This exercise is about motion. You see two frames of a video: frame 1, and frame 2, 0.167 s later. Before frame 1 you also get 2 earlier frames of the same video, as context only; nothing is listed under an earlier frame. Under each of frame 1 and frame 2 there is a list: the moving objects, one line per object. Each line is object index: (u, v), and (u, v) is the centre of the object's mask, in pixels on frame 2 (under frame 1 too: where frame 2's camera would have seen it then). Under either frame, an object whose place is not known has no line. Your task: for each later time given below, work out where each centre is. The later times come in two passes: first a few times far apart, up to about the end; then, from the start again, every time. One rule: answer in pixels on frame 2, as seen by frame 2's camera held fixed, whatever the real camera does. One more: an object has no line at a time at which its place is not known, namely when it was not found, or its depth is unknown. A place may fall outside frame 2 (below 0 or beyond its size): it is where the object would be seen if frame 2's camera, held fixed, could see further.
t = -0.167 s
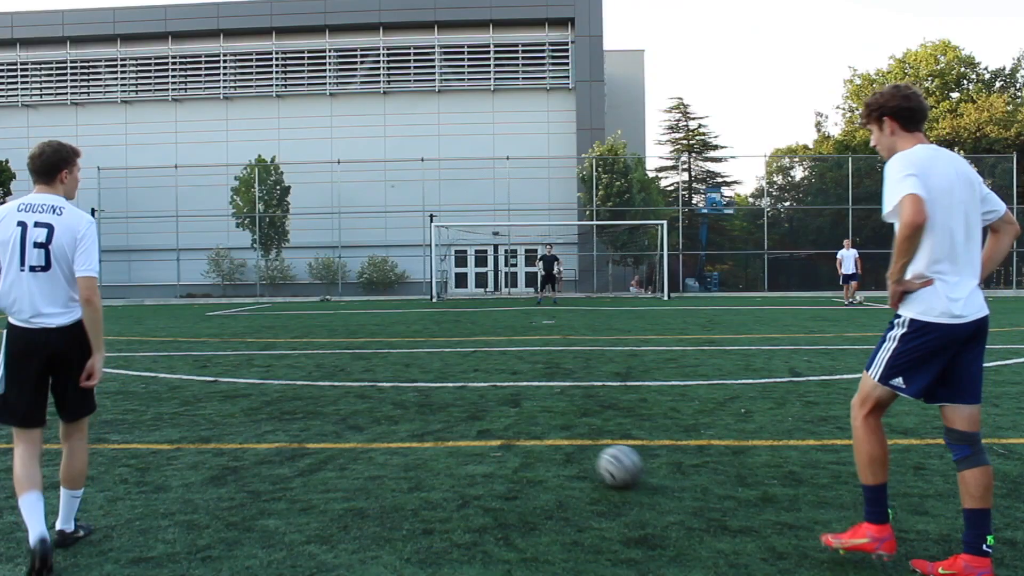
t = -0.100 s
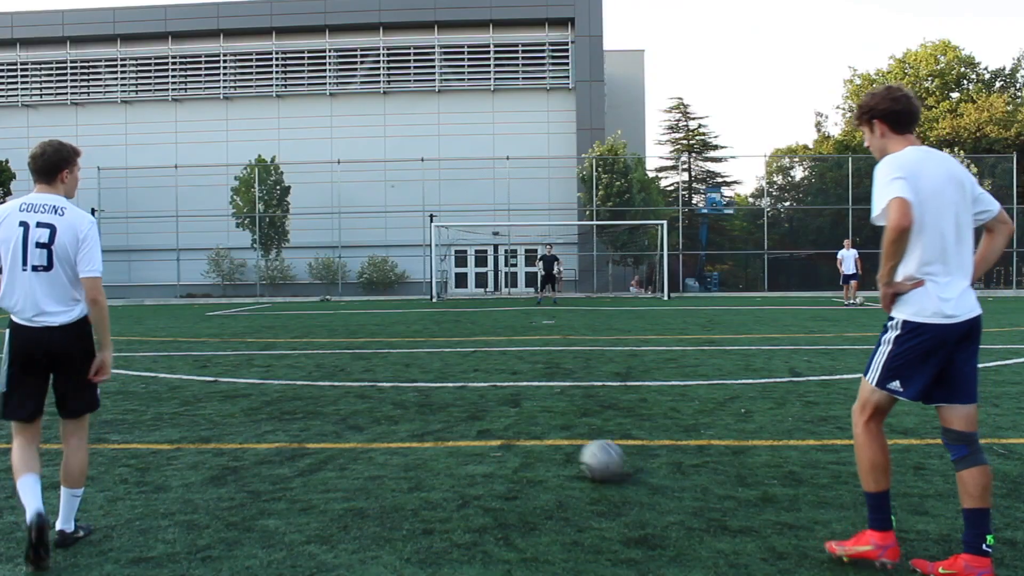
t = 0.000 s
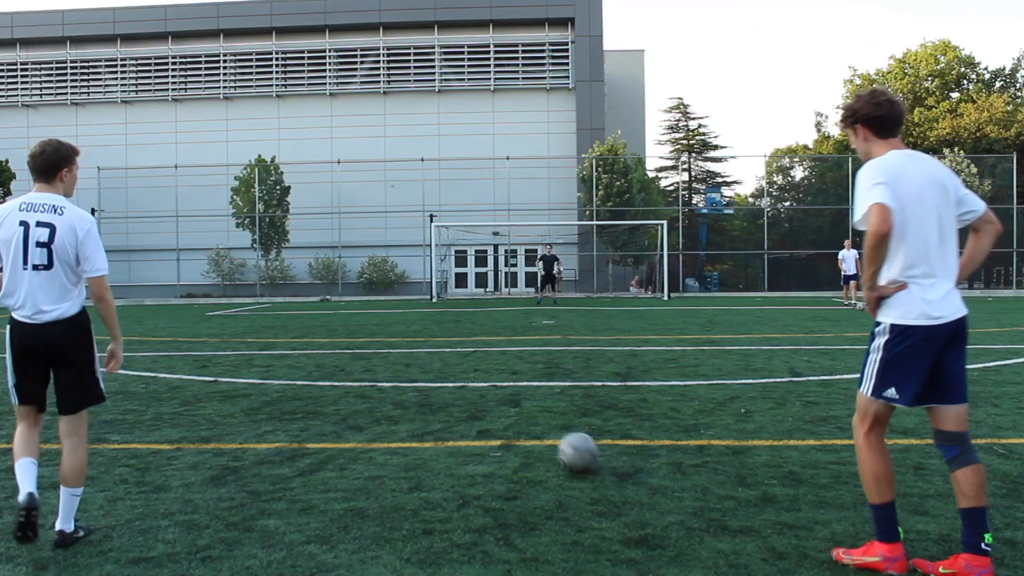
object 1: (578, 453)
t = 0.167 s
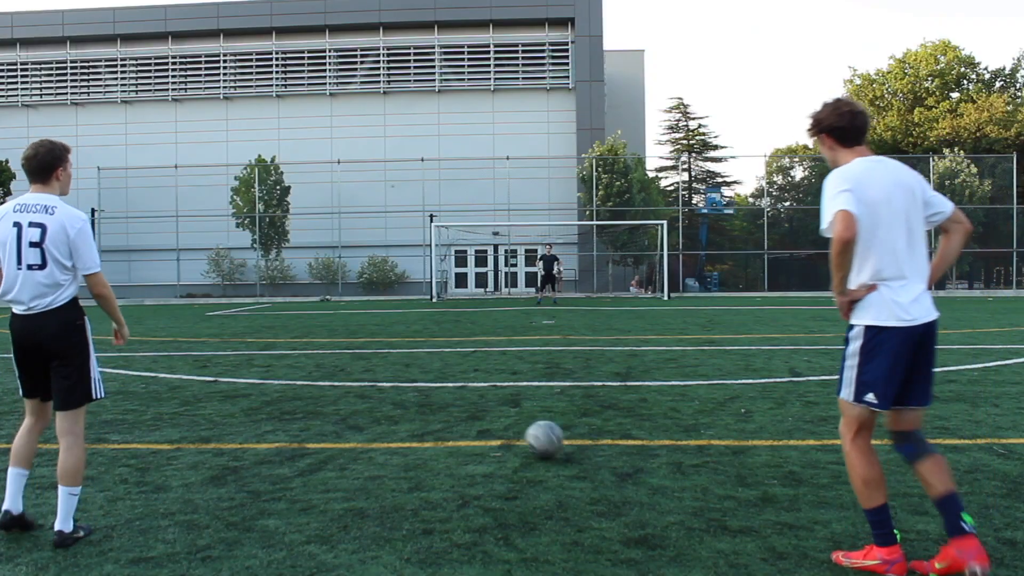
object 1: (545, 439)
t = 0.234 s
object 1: (532, 435)
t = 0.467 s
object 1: (496, 424)
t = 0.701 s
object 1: (466, 414)
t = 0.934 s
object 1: (441, 406)
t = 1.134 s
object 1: (423, 401)
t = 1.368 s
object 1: (405, 396)
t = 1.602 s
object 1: (389, 390)
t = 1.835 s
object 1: (374, 386)
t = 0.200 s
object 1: (538, 439)
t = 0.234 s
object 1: (532, 435)
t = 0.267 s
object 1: (526, 433)
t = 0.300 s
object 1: (521, 432)
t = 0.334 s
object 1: (515, 430)
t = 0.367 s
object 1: (510, 428)
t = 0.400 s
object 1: (506, 426)
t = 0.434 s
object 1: (502, 426)
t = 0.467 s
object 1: (496, 424)
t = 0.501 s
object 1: (492, 423)
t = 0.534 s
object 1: (487, 421)
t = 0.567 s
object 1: (482, 419)
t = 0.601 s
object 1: (478, 418)
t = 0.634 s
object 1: (474, 417)
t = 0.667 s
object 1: (470, 415)
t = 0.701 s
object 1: (466, 414)
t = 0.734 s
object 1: (462, 413)
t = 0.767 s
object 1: (459, 412)
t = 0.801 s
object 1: (456, 411)
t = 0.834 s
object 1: (452, 410)
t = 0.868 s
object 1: (448, 409)
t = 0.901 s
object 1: (445, 408)
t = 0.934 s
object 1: (441, 406)
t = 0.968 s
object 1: (438, 406)
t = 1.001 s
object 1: (435, 406)
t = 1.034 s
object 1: (432, 404)
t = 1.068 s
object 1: (429, 403)
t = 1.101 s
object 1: (426, 402)
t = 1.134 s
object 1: (423, 401)
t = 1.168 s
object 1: (421, 401)
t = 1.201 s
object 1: (417, 400)
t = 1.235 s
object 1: (415, 399)
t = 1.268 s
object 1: (413, 398)
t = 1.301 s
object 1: (409, 397)
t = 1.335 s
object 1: (407, 396)
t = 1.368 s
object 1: (405, 396)
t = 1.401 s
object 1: (402, 395)
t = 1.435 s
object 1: (400, 394)
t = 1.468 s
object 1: (397, 393)
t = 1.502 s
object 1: (395, 393)
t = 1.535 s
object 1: (393, 392)
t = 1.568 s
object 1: (391, 391)
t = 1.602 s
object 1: (389, 390)
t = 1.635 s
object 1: (387, 390)
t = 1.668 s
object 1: (384, 389)
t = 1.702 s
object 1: (382, 388)
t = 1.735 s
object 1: (380, 388)
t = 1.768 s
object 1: (378, 387)
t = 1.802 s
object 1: (376, 387)
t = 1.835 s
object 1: (374, 386)
